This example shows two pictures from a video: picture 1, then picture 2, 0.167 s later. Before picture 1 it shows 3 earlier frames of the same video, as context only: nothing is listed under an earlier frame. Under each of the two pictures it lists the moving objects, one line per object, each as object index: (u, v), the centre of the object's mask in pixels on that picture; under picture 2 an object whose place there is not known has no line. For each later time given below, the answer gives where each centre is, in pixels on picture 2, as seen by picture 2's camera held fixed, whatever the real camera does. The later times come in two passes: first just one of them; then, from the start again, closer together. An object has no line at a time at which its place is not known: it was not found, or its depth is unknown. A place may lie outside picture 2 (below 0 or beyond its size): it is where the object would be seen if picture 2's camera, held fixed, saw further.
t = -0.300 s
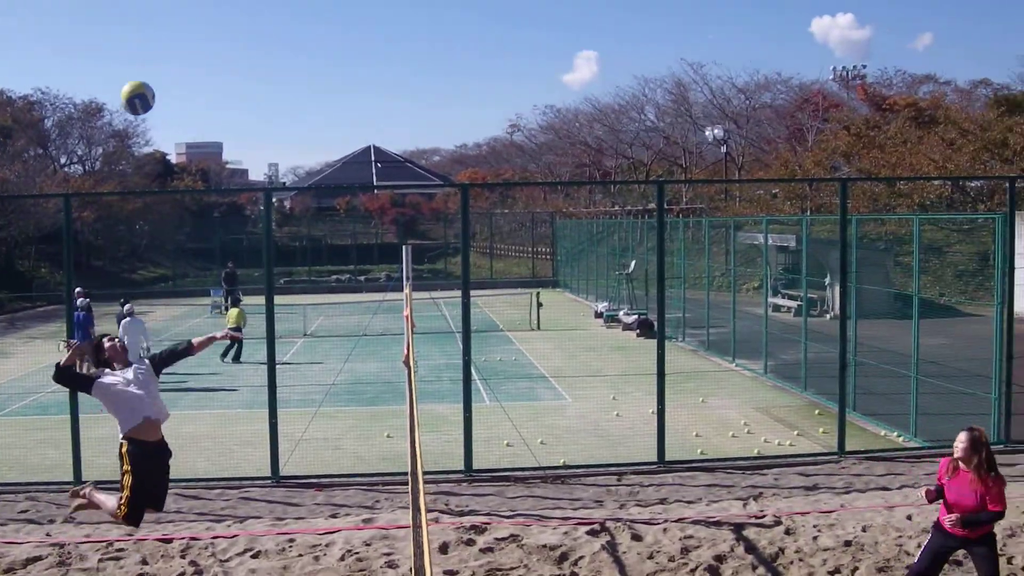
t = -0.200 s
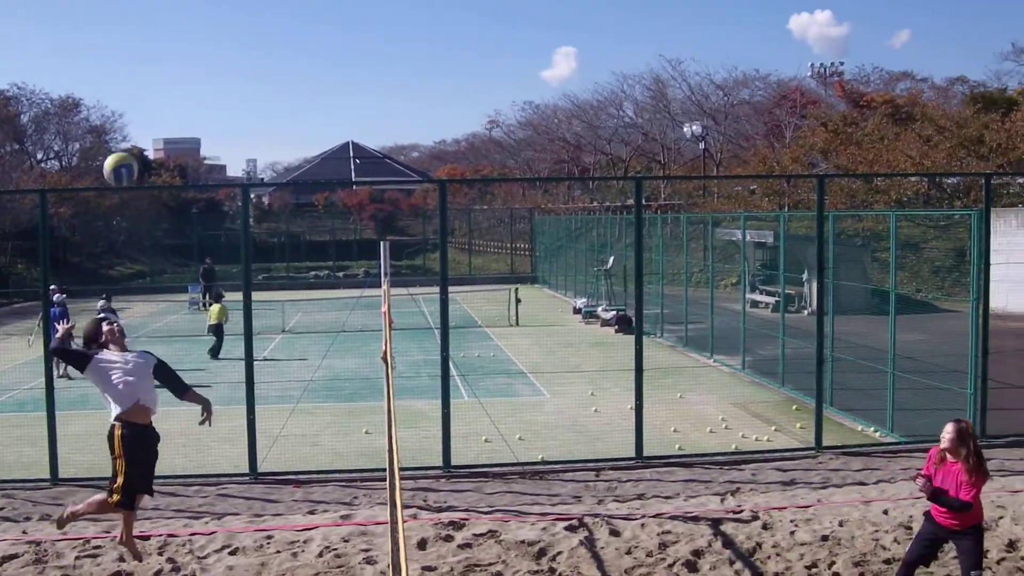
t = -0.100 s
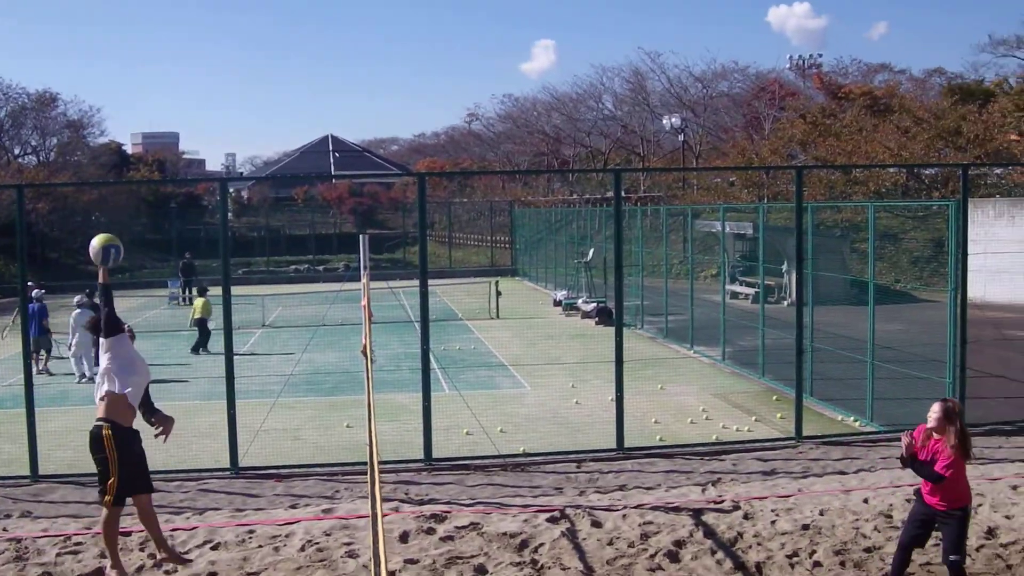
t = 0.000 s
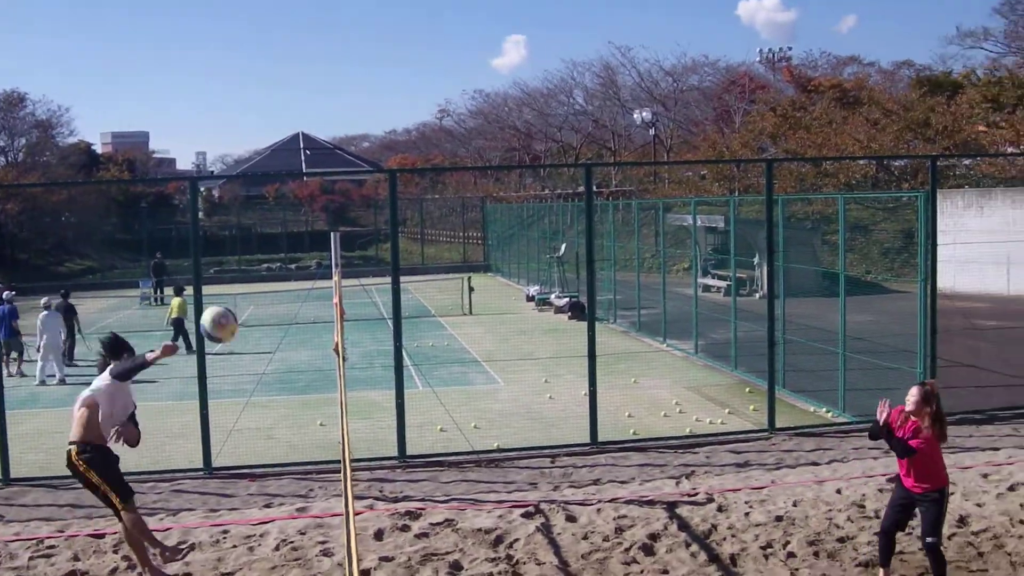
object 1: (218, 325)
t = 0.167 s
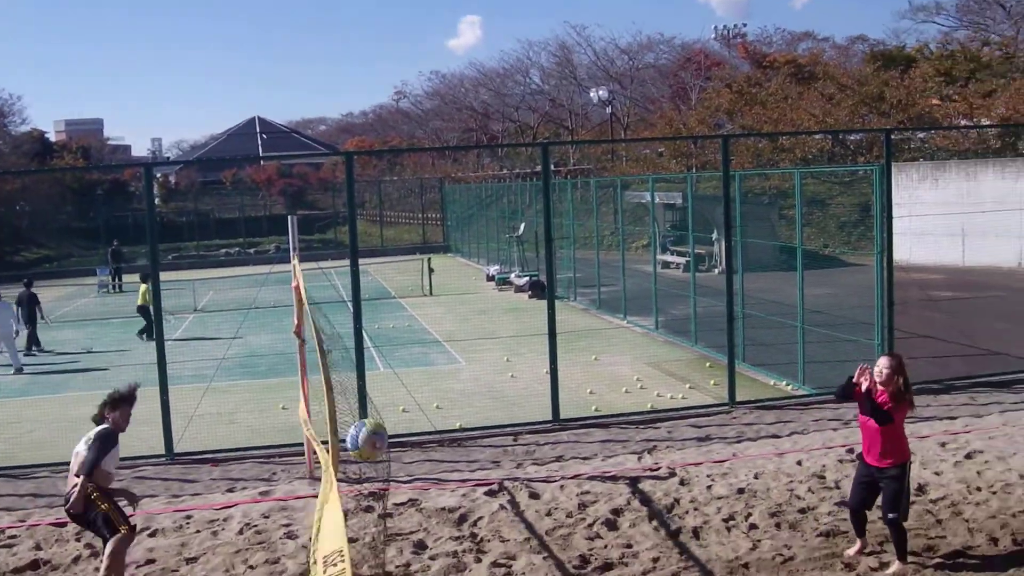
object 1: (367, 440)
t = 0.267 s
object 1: (349, 469)
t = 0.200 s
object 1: (366, 458)
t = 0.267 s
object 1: (349, 469)
